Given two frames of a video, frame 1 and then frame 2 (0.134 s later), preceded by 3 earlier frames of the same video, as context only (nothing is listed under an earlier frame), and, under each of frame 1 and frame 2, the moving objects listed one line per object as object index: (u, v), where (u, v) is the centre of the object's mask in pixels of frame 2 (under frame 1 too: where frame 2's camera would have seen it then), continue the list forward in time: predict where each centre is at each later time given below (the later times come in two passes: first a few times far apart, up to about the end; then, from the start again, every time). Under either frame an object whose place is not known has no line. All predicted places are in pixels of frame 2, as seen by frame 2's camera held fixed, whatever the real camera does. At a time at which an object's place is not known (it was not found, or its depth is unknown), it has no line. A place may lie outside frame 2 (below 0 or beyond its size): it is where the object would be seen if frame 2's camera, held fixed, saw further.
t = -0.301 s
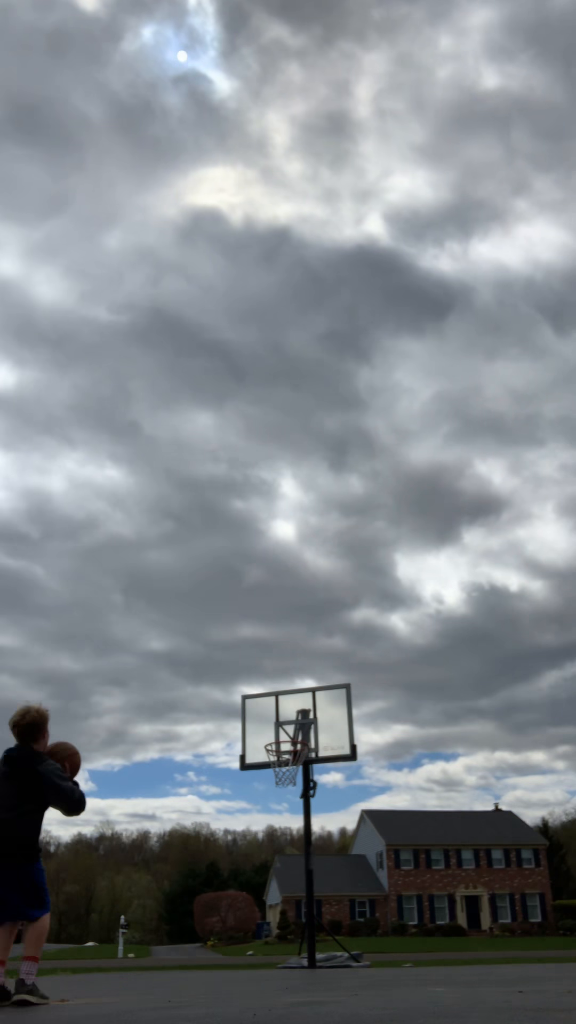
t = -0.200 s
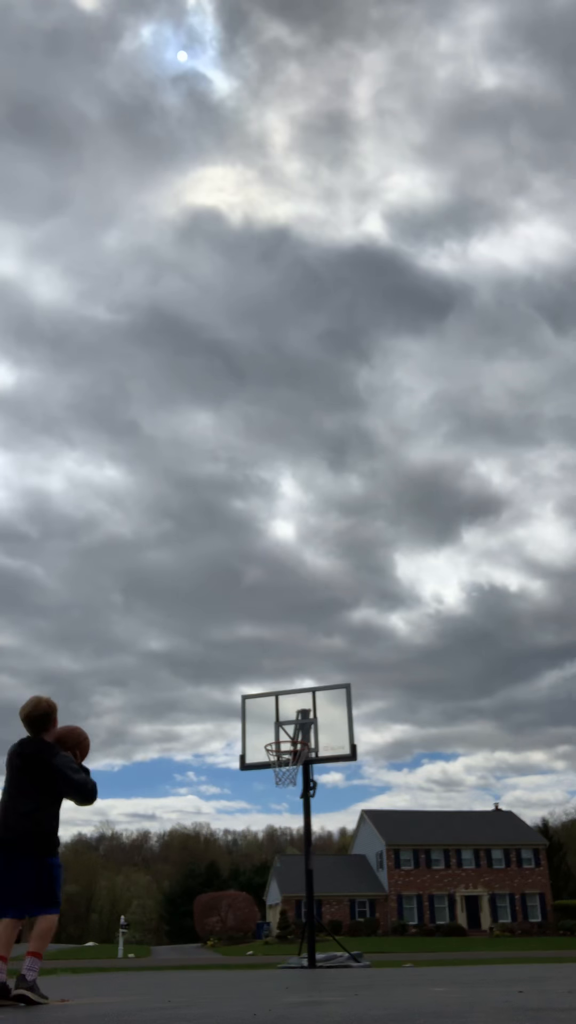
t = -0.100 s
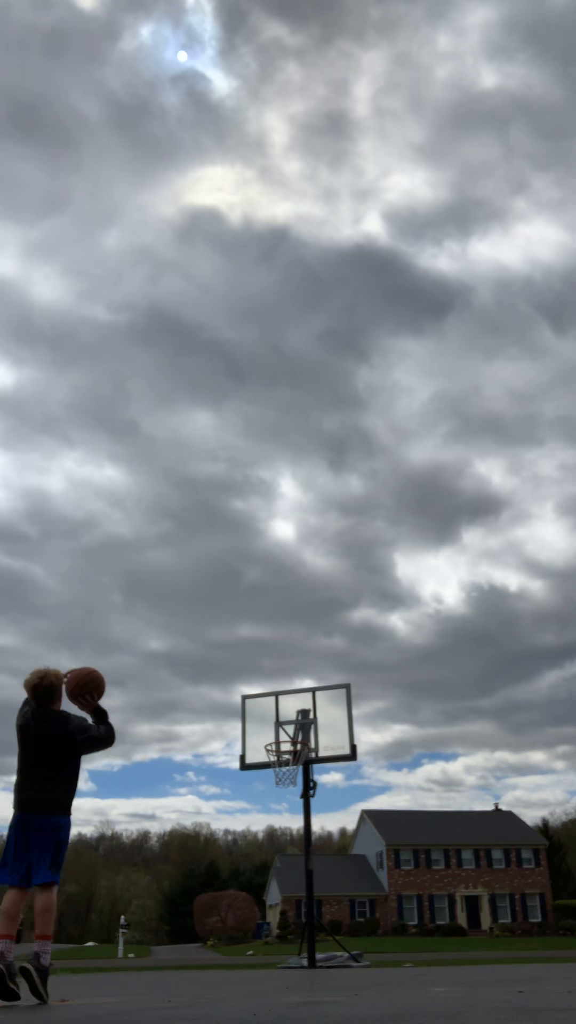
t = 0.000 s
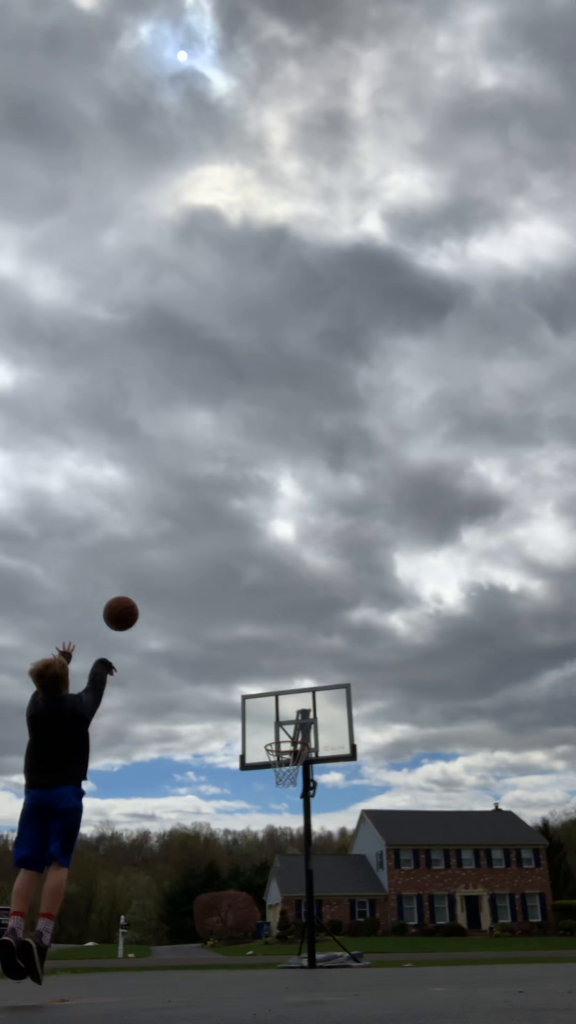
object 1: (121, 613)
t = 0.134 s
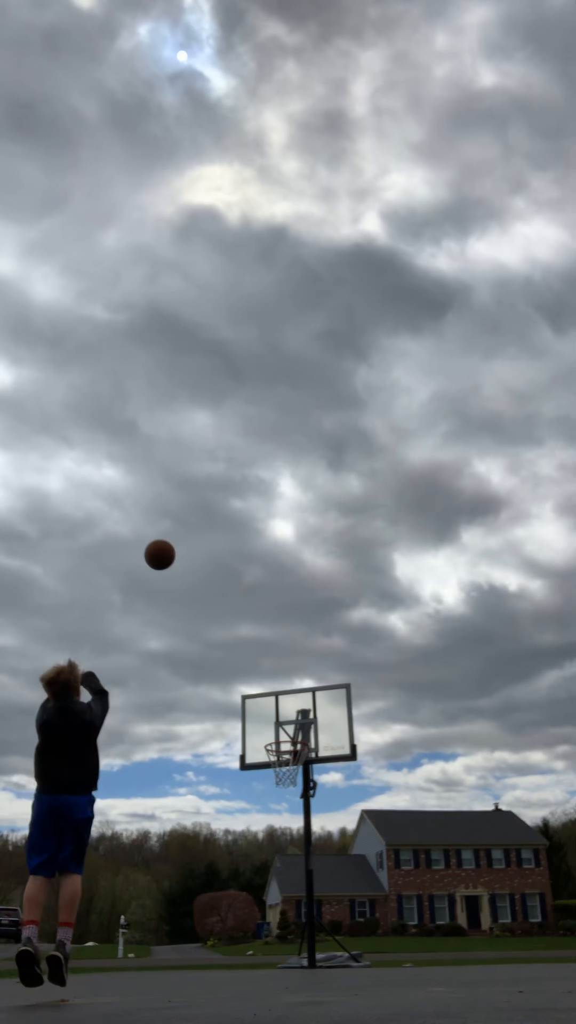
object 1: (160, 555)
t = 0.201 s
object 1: (175, 538)
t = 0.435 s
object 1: (217, 525)
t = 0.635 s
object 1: (243, 552)
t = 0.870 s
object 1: (266, 621)
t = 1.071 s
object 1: (282, 709)
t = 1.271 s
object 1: (268, 723)
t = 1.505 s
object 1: (235, 728)
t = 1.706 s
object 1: (203, 773)
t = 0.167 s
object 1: (168, 545)
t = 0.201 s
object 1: (175, 538)
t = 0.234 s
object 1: (182, 532)
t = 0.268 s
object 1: (189, 528)
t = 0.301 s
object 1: (195, 525)
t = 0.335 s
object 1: (201, 523)
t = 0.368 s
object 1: (207, 523)
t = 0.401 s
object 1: (212, 523)
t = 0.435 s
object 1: (217, 525)
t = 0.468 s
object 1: (222, 527)
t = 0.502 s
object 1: (227, 530)
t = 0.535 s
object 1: (231, 534)
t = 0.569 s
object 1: (235, 539)
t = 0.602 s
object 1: (239, 545)
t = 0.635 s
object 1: (243, 552)
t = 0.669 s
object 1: (247, 559)
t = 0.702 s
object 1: (251, 568)
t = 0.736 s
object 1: (254, 577)
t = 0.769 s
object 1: (257, 586)
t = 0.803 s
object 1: (261, 597)
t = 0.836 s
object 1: (264, 608)
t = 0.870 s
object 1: (266, 621)
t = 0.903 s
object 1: (269, 633)
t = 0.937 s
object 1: (272, 647)
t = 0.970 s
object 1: (274, 661)
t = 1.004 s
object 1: (277, 677)
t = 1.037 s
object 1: (279, 693)
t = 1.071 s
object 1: (282, 709)
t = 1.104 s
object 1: (284, 726)
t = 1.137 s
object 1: (286, 743)
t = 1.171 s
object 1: (282, 736)
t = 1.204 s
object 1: (277, 731)
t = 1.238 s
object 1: (272, 727)
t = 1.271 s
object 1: (268, 723)
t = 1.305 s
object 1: (263, 721)
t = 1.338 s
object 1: (259, 719)
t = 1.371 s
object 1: (254, 719)
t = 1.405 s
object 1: (250, 720)
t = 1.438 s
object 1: (245, 721)
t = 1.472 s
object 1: (240, 724)
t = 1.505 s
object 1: (235, 728)
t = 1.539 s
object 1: (230, 732)
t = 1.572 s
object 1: (224, 738)
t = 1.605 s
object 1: (219, 745)
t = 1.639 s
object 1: (214, 753)
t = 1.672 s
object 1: (208, 763)
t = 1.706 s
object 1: (203, 773)
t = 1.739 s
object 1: (197, 785)
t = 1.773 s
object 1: (192, 798)
